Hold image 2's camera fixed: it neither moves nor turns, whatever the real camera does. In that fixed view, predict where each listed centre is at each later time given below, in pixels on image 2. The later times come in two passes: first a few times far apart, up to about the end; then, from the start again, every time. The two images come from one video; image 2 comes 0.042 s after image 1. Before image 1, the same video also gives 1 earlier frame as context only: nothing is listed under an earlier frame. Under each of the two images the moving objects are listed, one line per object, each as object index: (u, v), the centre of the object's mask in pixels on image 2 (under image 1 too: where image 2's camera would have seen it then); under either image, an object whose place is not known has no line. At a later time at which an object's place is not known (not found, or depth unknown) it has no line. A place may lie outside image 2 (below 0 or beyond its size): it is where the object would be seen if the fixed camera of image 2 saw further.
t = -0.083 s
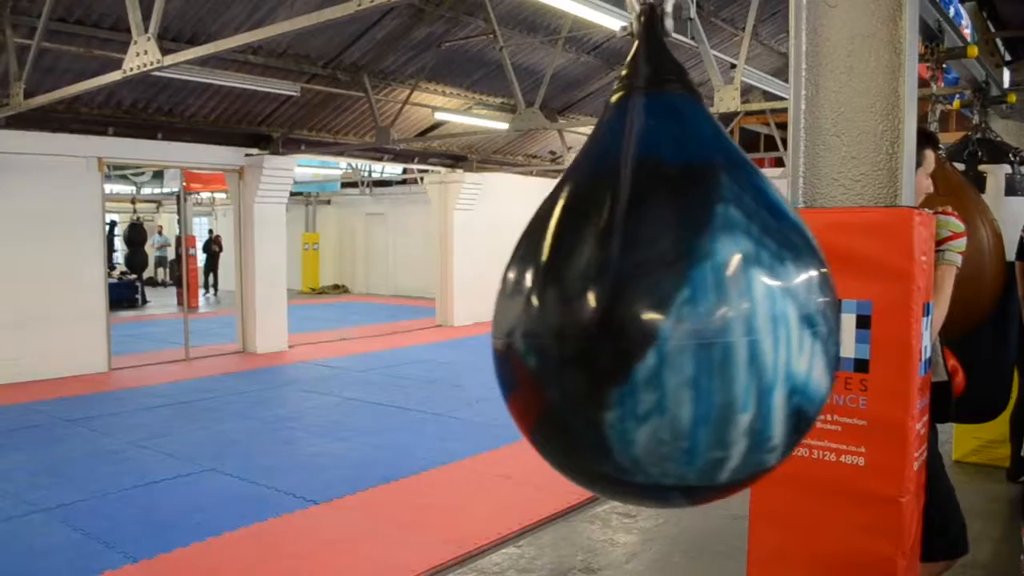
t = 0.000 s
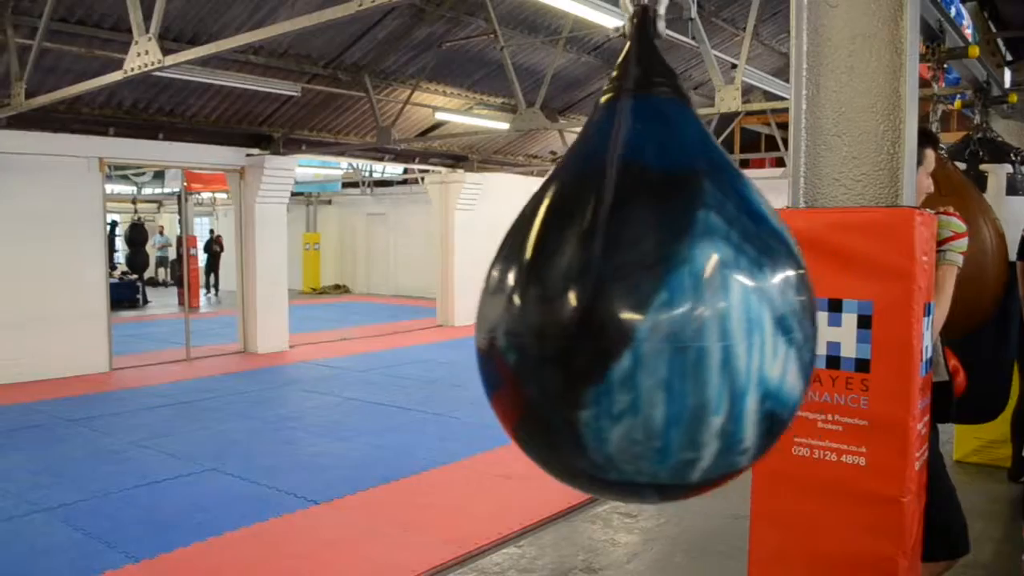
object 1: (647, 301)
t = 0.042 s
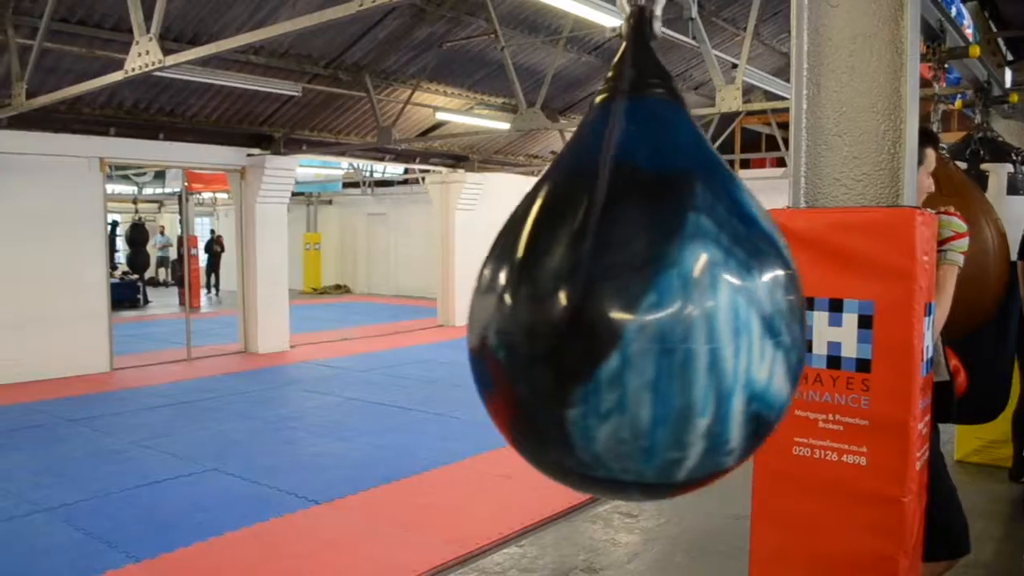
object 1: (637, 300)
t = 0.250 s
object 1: (598, 294)
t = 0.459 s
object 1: (583, 291)
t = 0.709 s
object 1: (604, 297)
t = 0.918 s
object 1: (647, 305)
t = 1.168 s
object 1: (699, 307)
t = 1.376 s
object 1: (714, 305)
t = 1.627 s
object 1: (682, 305)
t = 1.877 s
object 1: (626, 300)
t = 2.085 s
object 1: (593, 294)
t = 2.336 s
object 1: (588, 293)
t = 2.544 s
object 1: (615, 300)
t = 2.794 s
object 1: (668, 304)
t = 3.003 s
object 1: (705, 304)
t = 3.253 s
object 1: (708, 304)
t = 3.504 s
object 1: (666, 301)
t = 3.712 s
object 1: (623, 295)
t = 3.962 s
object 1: (590, 289)
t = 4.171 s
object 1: (594, 290)
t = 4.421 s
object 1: (635, 298)
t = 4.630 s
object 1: (680, 302)
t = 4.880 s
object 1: (713, 300)
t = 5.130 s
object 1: (695, 300)
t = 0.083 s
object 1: (628, 299)
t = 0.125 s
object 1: (620, 297)
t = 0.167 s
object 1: (612, 297)
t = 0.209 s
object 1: (604, 295)
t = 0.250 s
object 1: (598, 294)
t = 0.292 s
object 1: (592, 293)
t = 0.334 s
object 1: (588, 292)
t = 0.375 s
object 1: (585, 292)
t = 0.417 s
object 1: (583, 291)
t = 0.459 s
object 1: (583, 291)
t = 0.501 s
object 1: (583, 291)
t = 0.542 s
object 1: (585, 292)
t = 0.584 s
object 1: (588, 293)
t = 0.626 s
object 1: (593, 294)
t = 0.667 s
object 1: (598, 296)
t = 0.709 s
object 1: (604, 297)
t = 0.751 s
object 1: (612, 299)
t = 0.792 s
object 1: (620, 301)
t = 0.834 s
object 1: (628, 302)
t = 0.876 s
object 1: (638, 304)
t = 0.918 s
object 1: (647, 305)
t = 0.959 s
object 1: (657, 306)
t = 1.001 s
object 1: (667, 306)
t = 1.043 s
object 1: (676, 307)
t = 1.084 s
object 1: (685, 307)
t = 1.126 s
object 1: (692, 307)
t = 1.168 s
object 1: (699, 307)
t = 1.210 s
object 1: (706, 306)
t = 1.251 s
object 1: (710, 306)
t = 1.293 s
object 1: (714, 305)
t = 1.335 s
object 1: (714, 305)
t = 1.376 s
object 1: (714, 305)
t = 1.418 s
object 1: (713, 304)
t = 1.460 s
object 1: (709, 304)
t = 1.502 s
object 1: (705, 305)
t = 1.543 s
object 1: (698, 304)
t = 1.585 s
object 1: (690, 304)
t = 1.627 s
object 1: (682, 305)
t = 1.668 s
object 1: (674, 304)
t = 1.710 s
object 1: (664, 303)
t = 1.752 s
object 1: (654, 303)
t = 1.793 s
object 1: (644, 303)
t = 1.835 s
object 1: (635, 301)
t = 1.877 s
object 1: (626, 300)
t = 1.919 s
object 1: (617, 299)
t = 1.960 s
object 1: (610, 298)
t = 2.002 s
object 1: (603, 297)
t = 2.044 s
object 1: (597, 295)
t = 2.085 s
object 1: (593, 294)
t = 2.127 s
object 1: (589, 293)
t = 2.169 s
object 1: (586, 292)
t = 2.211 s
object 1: (585, 292)
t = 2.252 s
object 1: (585, 292)
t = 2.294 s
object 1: (586, 292)
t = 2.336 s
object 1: (588, 293)
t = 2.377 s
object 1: (591, 294)
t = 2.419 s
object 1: (595, 296)
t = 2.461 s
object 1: (601, 296)
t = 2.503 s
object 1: (607, 298)
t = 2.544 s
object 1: (615, 300)
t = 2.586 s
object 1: (623, 300)
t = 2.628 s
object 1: (632, 302)
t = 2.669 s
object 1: (641, 303)
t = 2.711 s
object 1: (650, 304)
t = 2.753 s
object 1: (659, 304)
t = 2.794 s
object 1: (668, 304)
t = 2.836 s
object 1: (678, 305)
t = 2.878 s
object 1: (685, 305)
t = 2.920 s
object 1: (694, 305)
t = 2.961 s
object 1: (701, 305)
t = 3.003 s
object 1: (705, 304)
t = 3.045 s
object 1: (709, 304)
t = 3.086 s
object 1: (712, 304)
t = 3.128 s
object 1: (713, 304)
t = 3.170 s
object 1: (713, 303)
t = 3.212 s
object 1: (711, 303)
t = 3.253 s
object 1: (708, 304)
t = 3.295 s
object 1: (703, 303)
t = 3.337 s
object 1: (698, 303)
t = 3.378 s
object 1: (691, 303)
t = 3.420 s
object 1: (684, 302)
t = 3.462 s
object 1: (676, 302)
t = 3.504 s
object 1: (666, 301)
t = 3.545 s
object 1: (657, 301)
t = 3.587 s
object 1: (648, 299)
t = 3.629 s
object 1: (639, 297)
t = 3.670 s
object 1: (631, 296)
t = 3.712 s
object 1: (623, 295)
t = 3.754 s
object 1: (614, 293)
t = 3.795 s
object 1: (608, 291)
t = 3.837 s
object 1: (602, 291)
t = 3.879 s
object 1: (596, 290)
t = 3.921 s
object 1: (592, 289)
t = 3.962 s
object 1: (590, 289)
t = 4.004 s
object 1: (588, 288)
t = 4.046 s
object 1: (588, 288)
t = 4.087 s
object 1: (589, 289)
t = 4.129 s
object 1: (590, 289)
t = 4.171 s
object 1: (594, 290)
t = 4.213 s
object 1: (598, 291)
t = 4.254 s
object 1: (604, 293)
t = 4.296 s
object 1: (610, 294)
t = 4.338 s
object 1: (617, 296)
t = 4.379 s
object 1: (627, 297)
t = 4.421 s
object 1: (635, 298)
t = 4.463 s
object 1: (644, 300)
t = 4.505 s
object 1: (653, 301)
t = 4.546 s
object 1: (663, 301)
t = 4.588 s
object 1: (671, 302)
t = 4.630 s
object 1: (680, 302)
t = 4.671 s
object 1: (687, 302)
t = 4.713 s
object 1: (695, 302)
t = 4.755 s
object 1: (701, 303)
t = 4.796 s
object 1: (707, 303)
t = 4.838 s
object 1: (711, 301)
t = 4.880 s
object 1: (713, 300)
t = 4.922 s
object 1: (715, 301)
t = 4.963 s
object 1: (714, 301)
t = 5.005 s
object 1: (711, 300)
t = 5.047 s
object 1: (707, 300)
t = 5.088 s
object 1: (702, 300)
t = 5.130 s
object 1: (695, 300)
